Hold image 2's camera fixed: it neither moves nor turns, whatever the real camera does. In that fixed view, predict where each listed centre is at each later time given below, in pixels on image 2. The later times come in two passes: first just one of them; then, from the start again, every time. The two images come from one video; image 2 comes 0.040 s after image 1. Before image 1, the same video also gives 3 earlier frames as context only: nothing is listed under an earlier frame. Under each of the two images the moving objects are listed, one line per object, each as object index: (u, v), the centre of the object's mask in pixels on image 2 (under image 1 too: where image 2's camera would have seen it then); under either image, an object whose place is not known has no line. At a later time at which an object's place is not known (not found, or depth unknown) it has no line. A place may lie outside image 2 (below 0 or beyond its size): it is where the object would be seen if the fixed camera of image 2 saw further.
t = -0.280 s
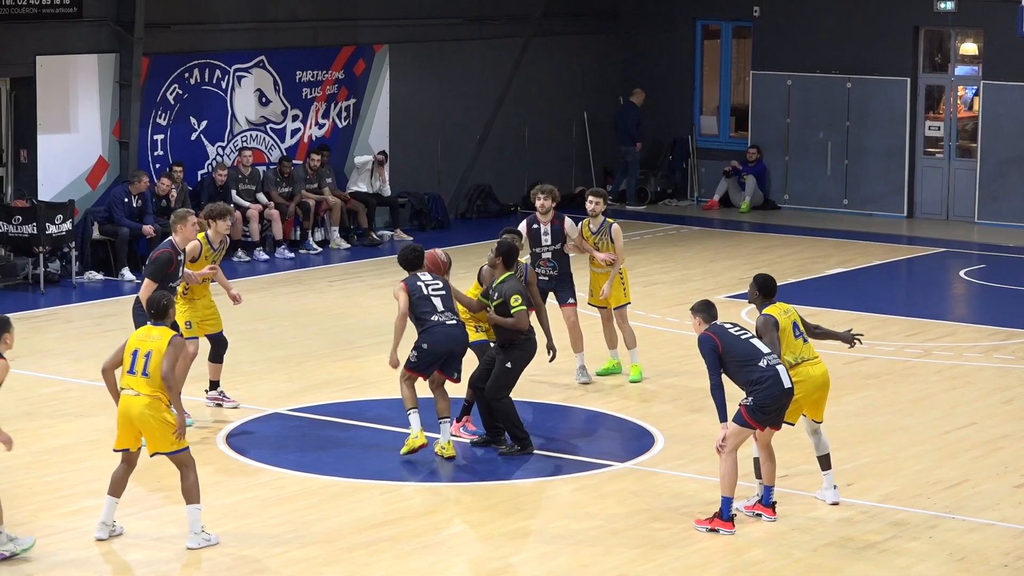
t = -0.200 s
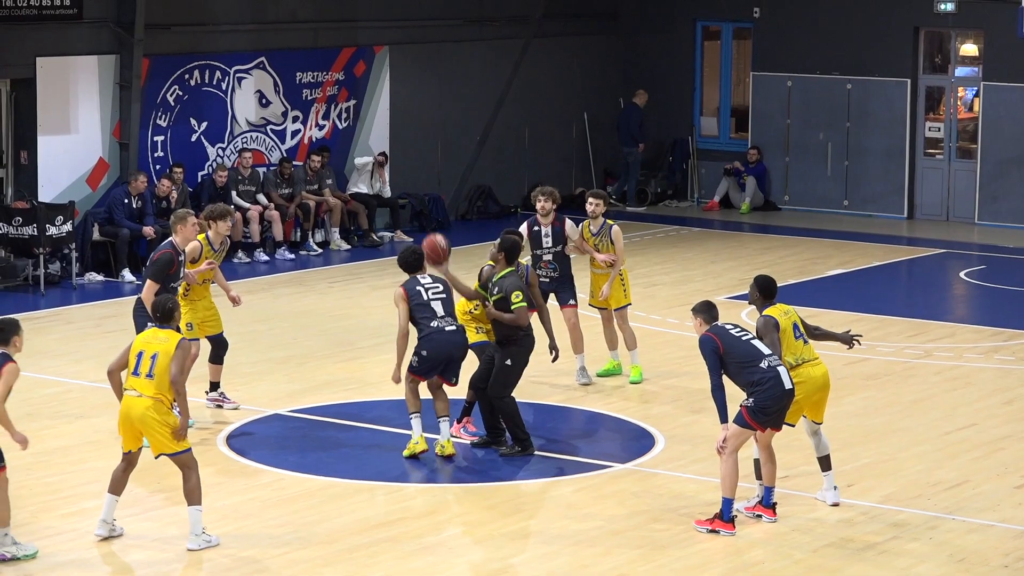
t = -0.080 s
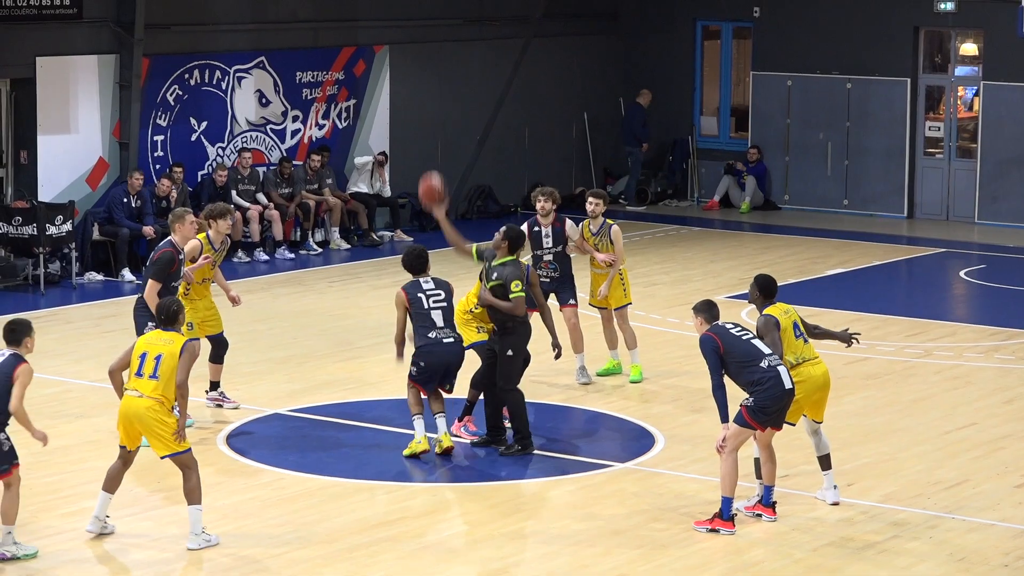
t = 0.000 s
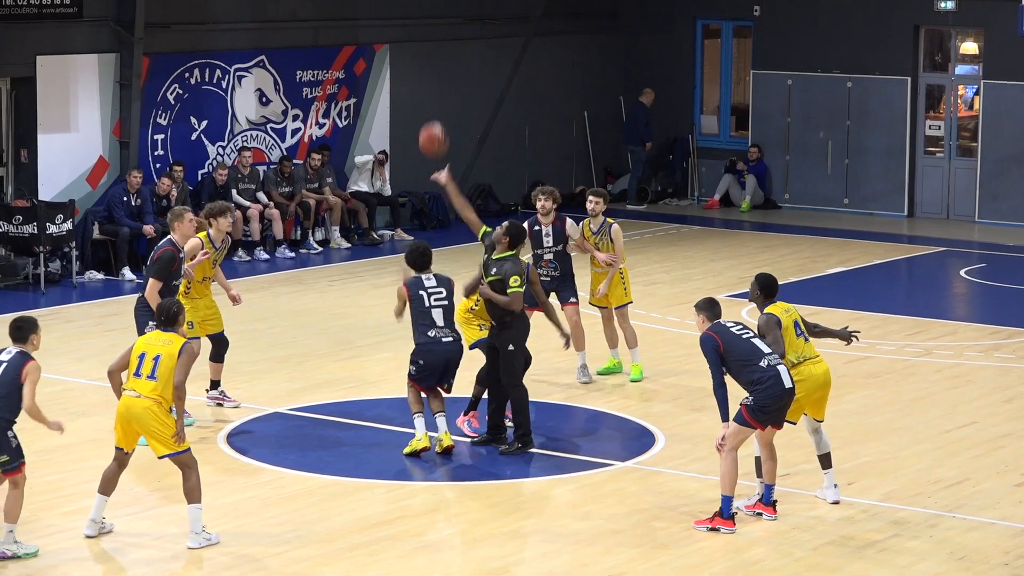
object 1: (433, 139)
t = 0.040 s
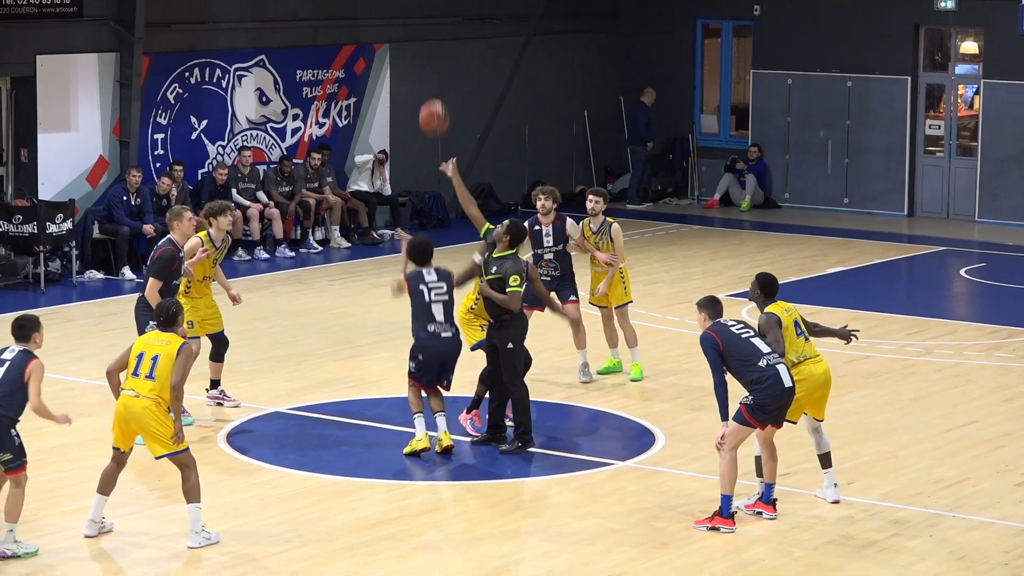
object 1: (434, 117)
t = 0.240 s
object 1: (436, 38)
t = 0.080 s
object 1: (434, 97)
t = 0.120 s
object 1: (434, 78)
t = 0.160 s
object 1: (435, 63)
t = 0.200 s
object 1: (436, 50)
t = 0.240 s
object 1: (436, 38)
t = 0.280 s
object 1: (437, 28)
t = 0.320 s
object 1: (437, 20)
